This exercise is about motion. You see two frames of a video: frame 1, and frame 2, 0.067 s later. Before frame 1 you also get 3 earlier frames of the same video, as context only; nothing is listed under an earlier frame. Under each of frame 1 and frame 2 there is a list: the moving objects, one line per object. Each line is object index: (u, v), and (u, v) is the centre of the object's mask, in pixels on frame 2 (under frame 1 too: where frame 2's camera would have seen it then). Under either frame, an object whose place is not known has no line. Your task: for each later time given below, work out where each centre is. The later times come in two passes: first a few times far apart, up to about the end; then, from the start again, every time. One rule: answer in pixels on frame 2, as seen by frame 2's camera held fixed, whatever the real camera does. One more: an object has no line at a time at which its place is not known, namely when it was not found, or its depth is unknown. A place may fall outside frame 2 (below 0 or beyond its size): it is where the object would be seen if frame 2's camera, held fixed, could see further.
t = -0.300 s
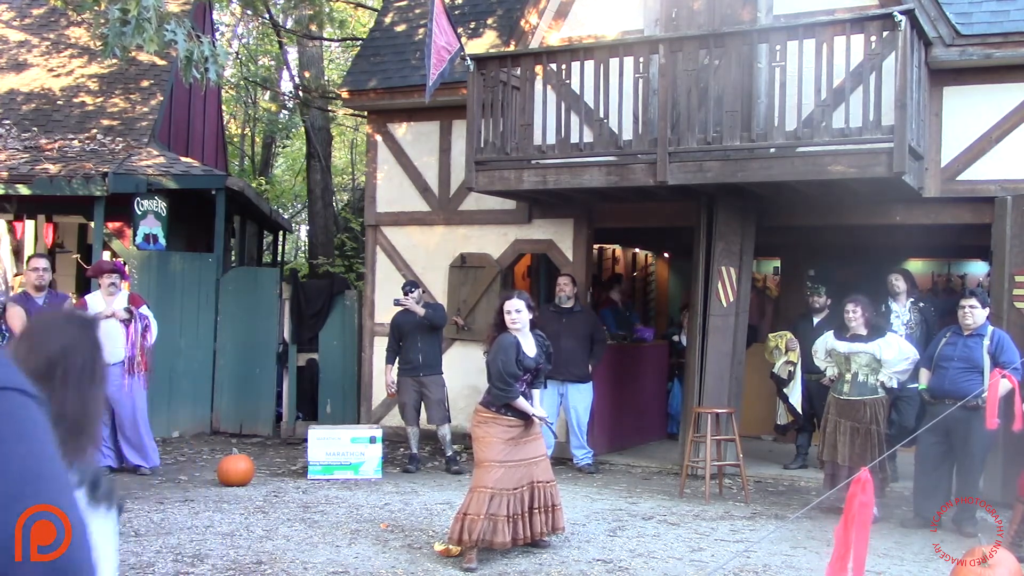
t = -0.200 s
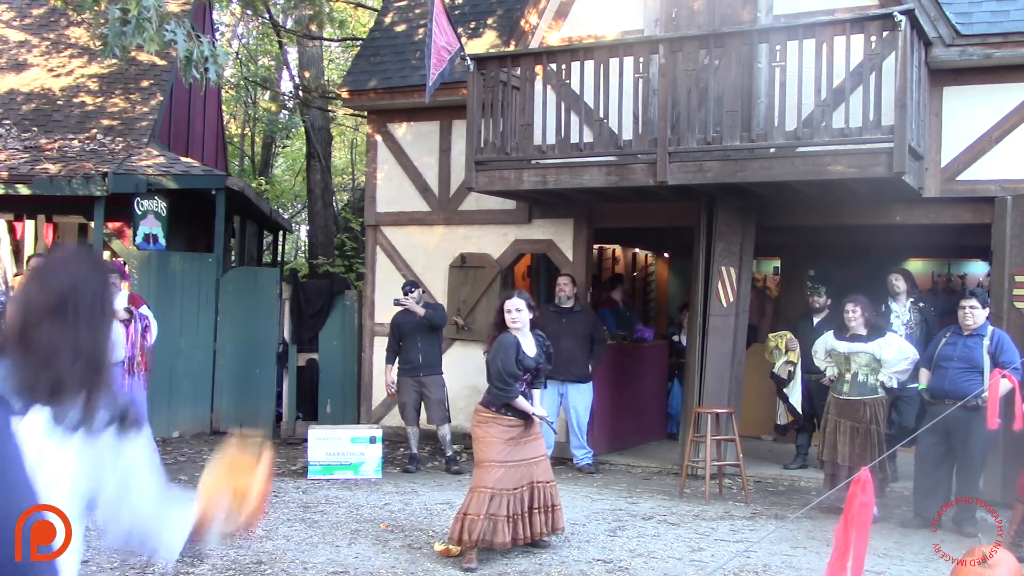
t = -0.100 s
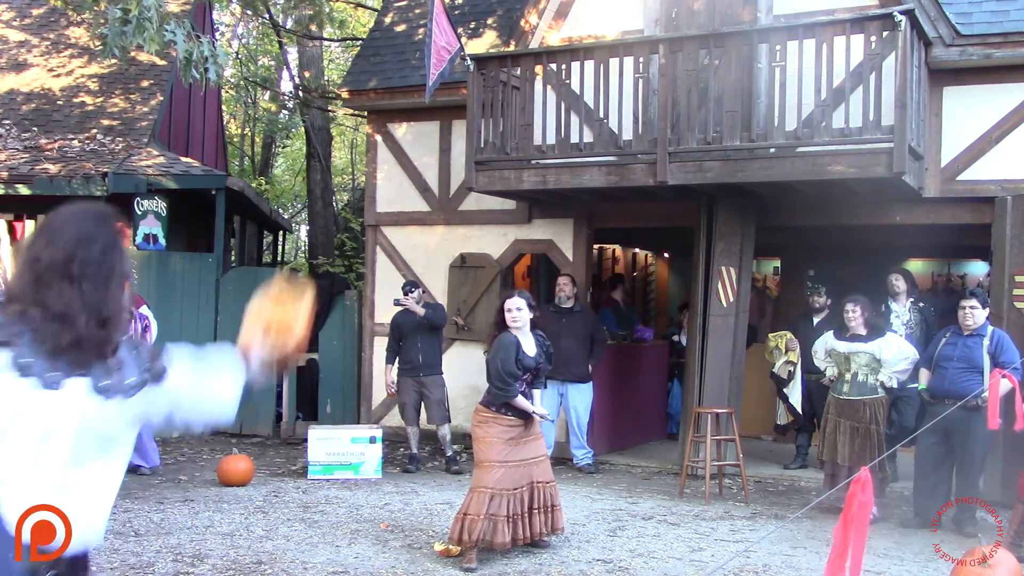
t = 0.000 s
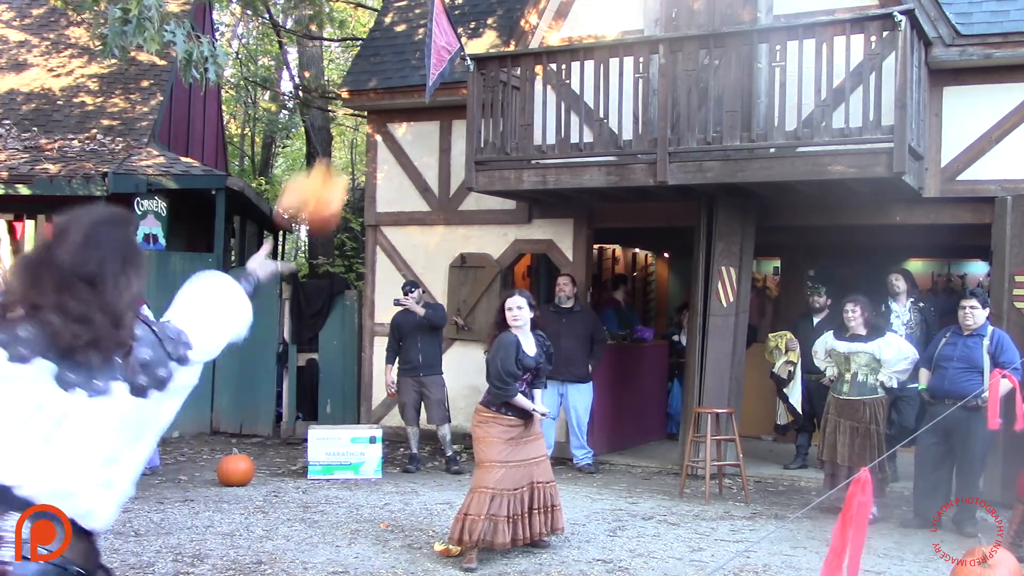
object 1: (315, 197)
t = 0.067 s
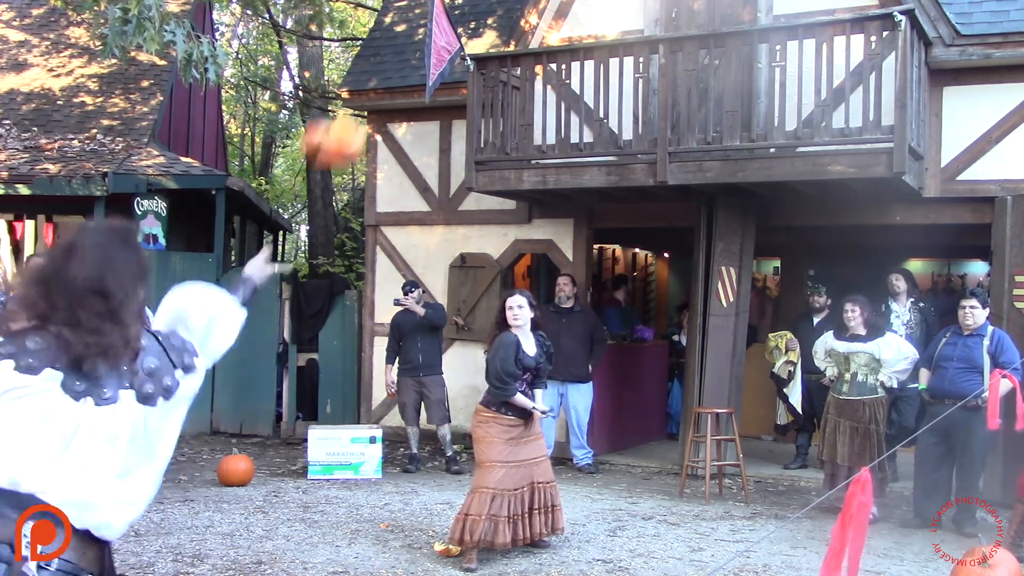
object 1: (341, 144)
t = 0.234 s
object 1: (374, 72)
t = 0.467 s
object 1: (415, 99)
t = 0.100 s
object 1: (351, 121)
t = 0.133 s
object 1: (359, 106)
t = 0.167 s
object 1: (360, 89)
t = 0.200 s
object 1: (372, 84)
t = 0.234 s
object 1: (374, 72)
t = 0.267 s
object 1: (380, 68)
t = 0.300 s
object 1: (387, 67)
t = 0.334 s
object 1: (393, 69)
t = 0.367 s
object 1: (399, 72)
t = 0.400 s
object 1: (405, 78)
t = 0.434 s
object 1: (410, 87)
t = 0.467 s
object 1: (415, 99)
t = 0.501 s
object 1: (420, 111)
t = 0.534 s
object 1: (424, 127)
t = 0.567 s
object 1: (428, 143)
